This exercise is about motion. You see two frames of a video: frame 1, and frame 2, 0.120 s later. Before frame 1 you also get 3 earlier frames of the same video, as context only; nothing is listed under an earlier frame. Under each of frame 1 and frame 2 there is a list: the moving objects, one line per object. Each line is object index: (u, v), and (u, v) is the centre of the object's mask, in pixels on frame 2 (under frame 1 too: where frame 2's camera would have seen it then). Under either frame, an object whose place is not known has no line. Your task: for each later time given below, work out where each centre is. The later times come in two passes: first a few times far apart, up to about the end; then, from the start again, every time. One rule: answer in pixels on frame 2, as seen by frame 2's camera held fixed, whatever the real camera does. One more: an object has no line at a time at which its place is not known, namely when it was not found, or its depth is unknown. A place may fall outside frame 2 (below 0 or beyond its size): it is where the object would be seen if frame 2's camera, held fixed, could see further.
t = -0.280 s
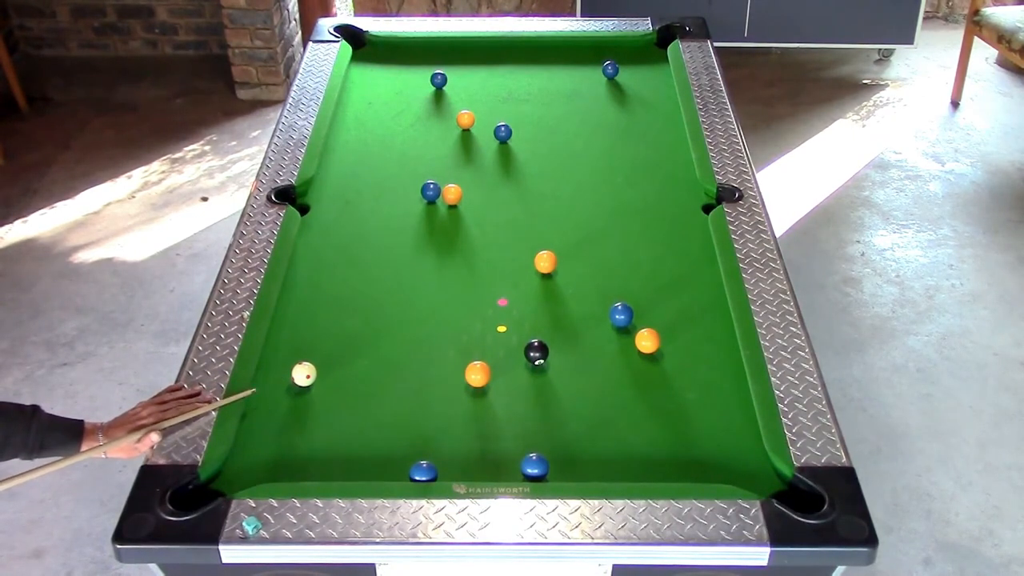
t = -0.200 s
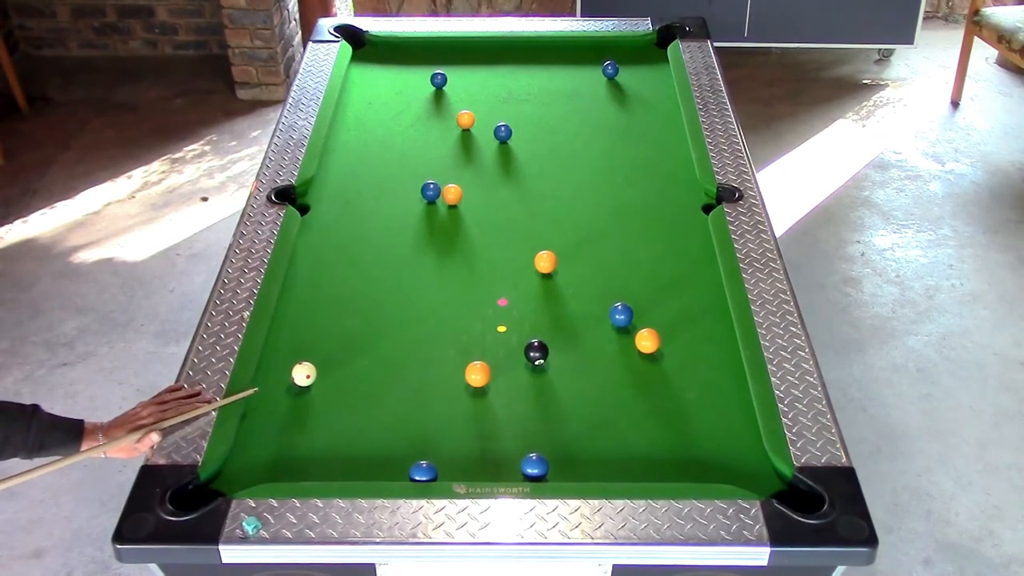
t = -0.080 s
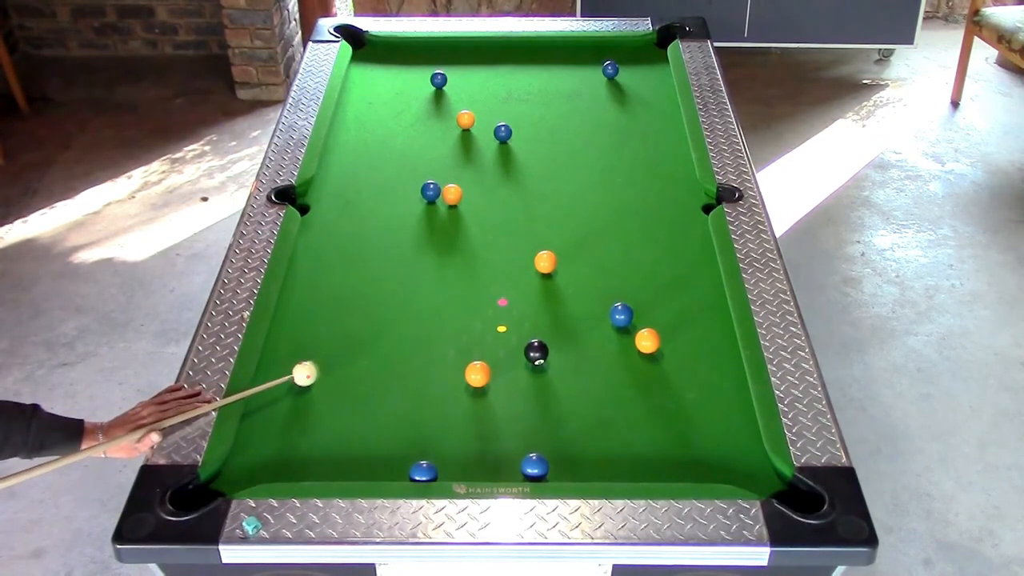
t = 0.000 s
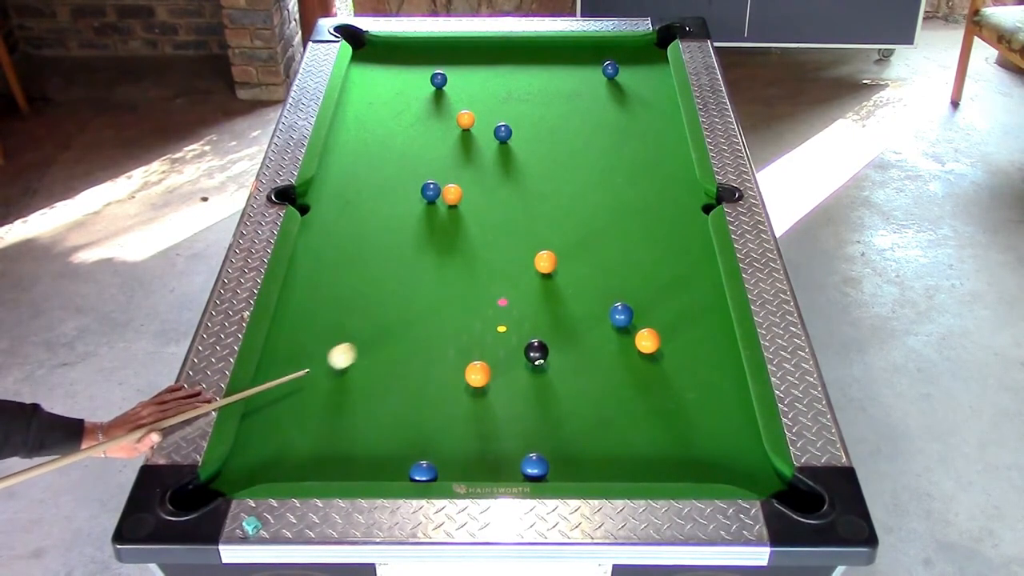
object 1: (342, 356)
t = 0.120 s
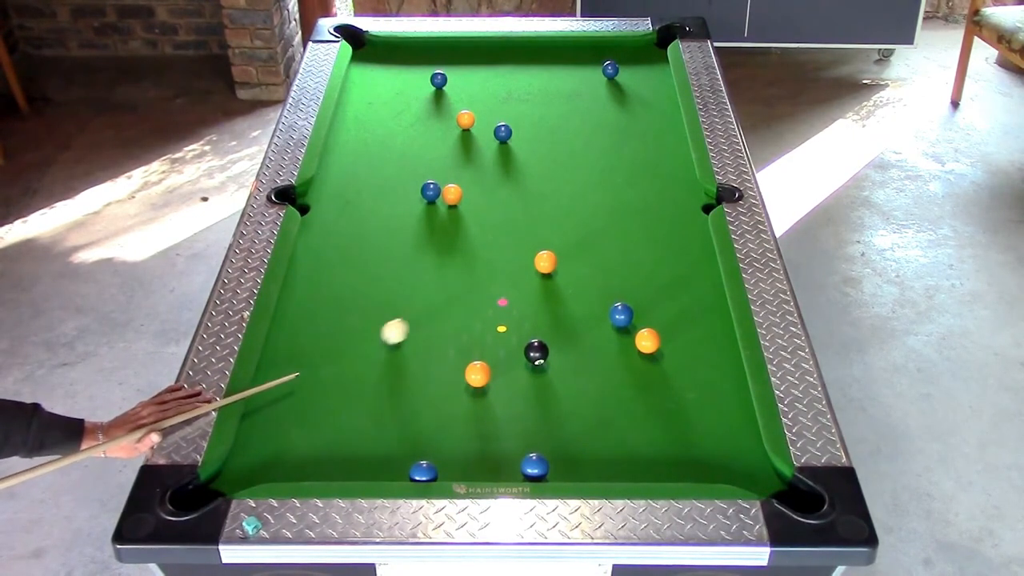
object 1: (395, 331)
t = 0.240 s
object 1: (444, 308)
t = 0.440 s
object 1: (518, 273)
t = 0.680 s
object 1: (533, 263)
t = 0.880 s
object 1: (539, 257)
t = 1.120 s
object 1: (546, 252)
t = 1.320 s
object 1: (551, 249)
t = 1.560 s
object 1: (555, 246)
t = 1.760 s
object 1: (557, 245)
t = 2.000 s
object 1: (558, 245)
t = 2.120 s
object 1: (557, 245)
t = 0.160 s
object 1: (411, 323)
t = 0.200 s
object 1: (428, 316)
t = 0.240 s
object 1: (444, 308)
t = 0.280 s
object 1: (459, 301)
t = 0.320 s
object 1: (475, 294)
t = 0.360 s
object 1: (490, 287)
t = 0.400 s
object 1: (504, 280)
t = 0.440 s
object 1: (518, 273)
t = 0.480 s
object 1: (526, 269)
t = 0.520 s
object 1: (527, 269)
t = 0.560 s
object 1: (528, 267)
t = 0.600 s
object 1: (530, 266)
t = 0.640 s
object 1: (531, 265)
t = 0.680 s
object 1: (533, 263)
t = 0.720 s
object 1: (534, 262)
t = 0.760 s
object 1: (535, 261)
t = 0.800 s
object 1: (537, 260)
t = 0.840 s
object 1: (538, 258)
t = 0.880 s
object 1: (539, 257)
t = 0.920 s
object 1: (540, 256)
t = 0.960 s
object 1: (542, 255)
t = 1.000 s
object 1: (543, 254)
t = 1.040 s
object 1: (544, 254)
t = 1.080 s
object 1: (545, 253)
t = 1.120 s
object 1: (546, 252)
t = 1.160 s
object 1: (547, 251)
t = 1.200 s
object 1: (548, 250)
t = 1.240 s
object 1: (549, 250)
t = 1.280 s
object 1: (550, 249)
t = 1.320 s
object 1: (551, 249)
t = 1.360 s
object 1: (552, 248)
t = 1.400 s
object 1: (552, 247)
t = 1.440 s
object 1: (553, 247)
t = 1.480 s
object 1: (554, 247)
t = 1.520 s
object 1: (555, 246)
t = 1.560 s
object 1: (555, 246)
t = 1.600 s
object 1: (556, 246)
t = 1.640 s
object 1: (556, 246)
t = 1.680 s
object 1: (557, 245)
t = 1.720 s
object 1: (557, 245)
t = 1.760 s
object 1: (557, 245)
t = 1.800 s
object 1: (557, 245)
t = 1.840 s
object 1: (558, 245)
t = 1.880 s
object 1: (558, 245)
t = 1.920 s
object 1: (558, 245)
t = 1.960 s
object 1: (558, 245)
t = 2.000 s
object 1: (558, 245)
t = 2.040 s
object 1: (558, 245)
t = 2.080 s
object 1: (557, 245)
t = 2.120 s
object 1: (557, 245)
